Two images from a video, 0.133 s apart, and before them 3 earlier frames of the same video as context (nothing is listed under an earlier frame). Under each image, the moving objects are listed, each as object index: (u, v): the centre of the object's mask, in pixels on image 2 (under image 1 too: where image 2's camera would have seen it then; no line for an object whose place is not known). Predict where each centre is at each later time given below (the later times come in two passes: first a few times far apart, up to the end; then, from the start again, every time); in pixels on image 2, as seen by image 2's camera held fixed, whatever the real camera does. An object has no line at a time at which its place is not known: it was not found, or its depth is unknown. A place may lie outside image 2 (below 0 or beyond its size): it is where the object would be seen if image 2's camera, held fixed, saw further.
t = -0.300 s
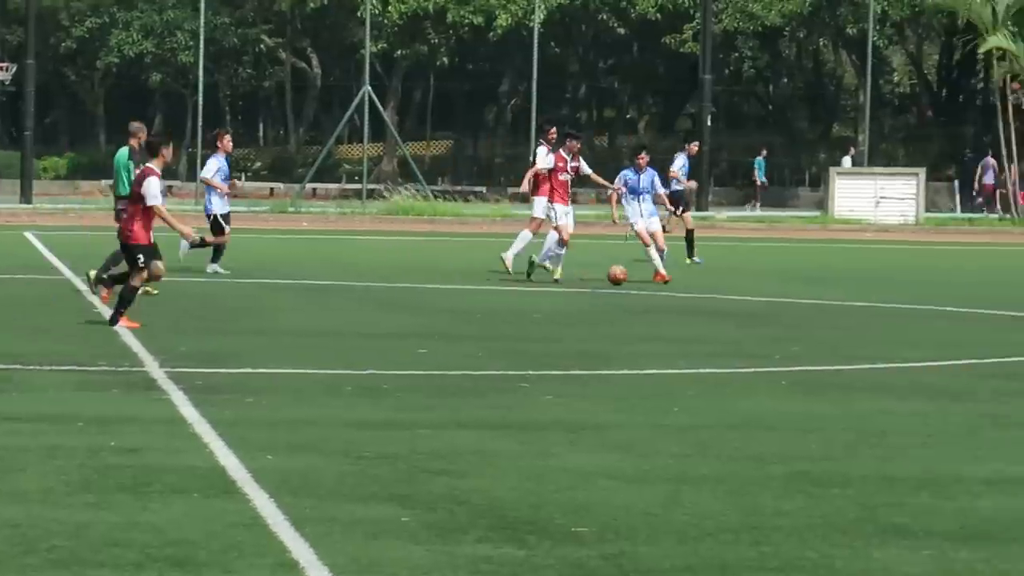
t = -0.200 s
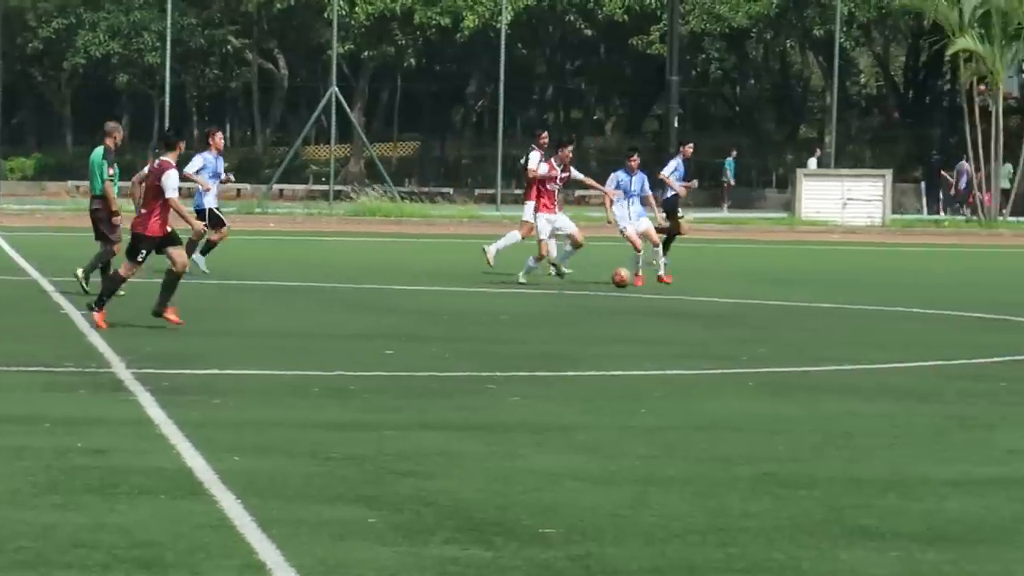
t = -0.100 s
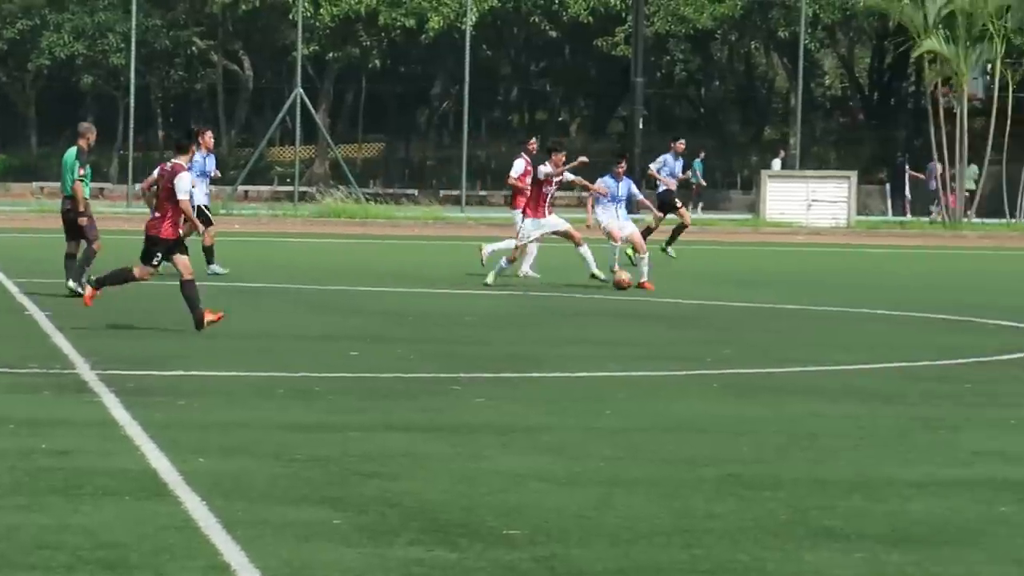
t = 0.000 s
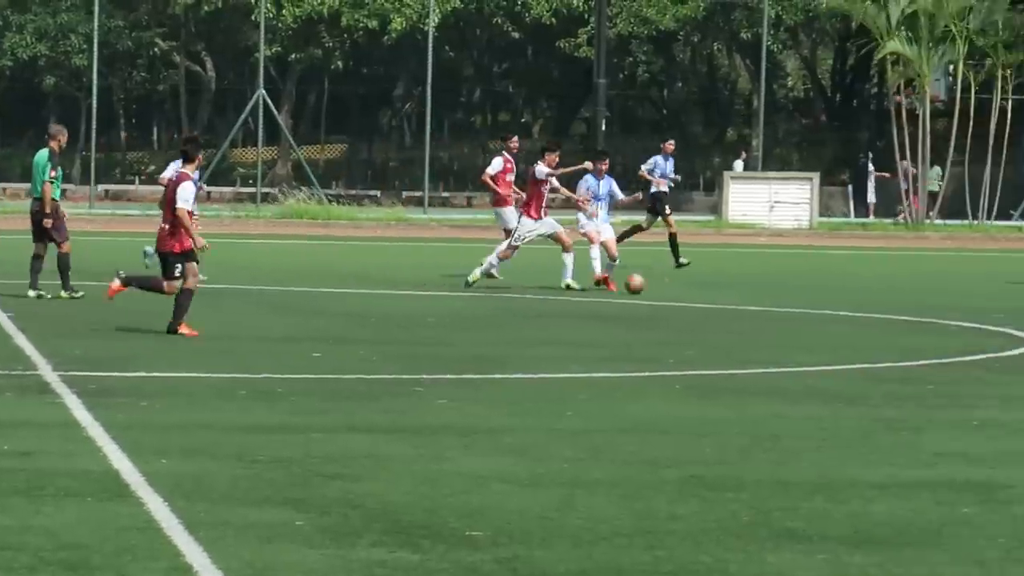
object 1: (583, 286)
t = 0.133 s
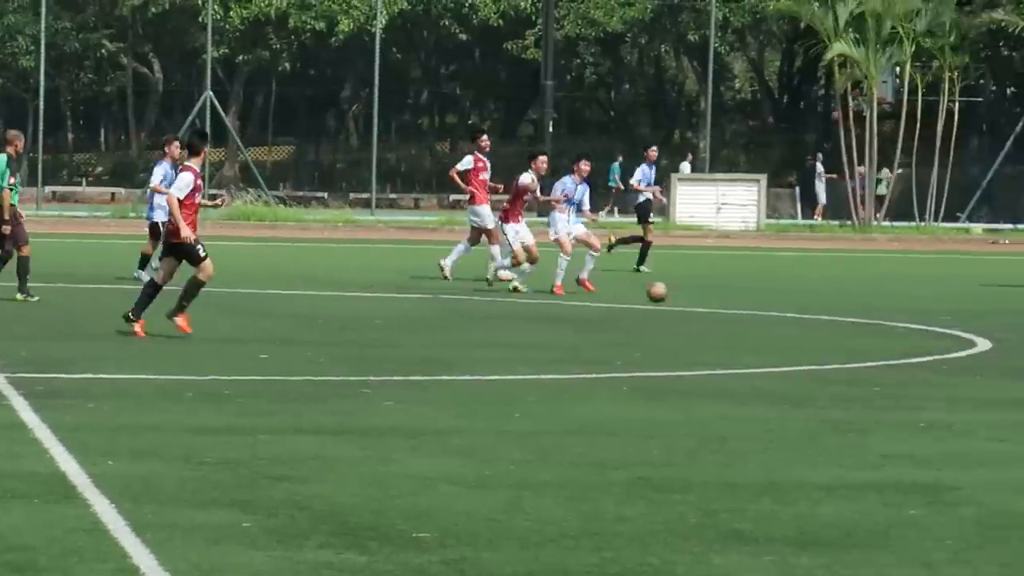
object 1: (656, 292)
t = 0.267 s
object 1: (730, 296)
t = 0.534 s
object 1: (880, 301)
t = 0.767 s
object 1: (1005, 308)
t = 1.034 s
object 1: (1150, 316)
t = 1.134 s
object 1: (1206, 318)
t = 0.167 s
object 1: (675, 293)
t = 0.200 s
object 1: (693, 292)
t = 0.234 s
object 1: (712, 294)
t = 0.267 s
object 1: (730, 296)
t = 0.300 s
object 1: (750, 298)
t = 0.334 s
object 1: (767, 296)
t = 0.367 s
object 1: (786, 295)
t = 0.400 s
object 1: (805, 297)
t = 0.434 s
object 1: (824, 299)
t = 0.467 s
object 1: (842, 302)
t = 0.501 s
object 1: (861, 303)
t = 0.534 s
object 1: (880, 301)
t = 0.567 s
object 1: (897, 301)
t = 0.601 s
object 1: (915, 300)
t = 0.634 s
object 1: (934, 302)
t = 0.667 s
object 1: (952, 305)
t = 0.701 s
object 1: (970, 309)
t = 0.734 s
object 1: (988, 308)
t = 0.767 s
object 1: (1005, 308)
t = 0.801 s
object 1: (1023, 307)
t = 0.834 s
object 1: (1041, 308)
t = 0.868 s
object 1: (1059, 312)
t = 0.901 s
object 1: (1076, 314)
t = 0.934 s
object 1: (1095, 313)
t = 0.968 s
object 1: (1114, 314)
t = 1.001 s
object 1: (1132, 315)
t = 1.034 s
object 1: (1150, 316)
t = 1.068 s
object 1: (1169, 317)
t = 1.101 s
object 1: (1187, 318)
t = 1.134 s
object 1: (1206, 318)
